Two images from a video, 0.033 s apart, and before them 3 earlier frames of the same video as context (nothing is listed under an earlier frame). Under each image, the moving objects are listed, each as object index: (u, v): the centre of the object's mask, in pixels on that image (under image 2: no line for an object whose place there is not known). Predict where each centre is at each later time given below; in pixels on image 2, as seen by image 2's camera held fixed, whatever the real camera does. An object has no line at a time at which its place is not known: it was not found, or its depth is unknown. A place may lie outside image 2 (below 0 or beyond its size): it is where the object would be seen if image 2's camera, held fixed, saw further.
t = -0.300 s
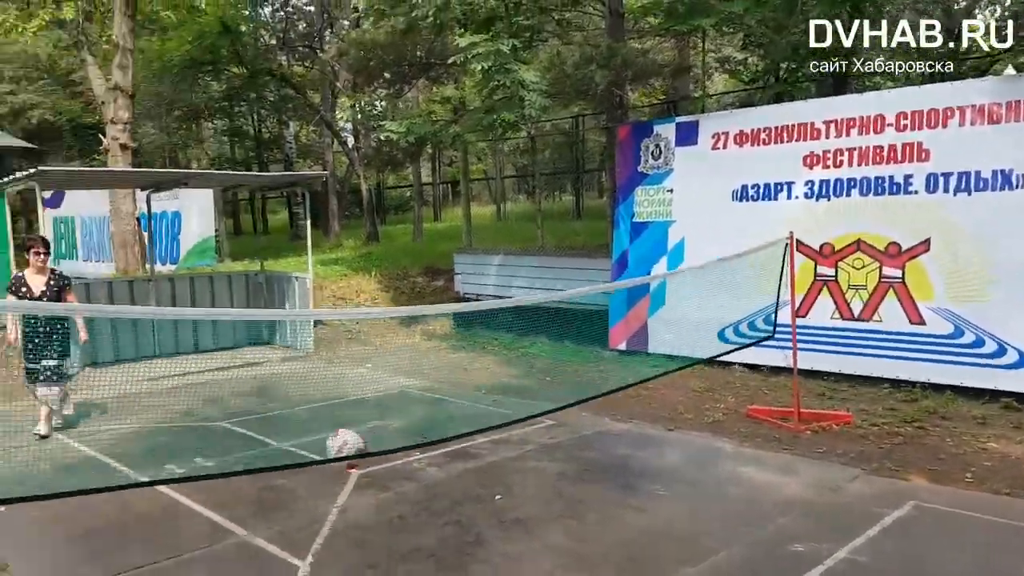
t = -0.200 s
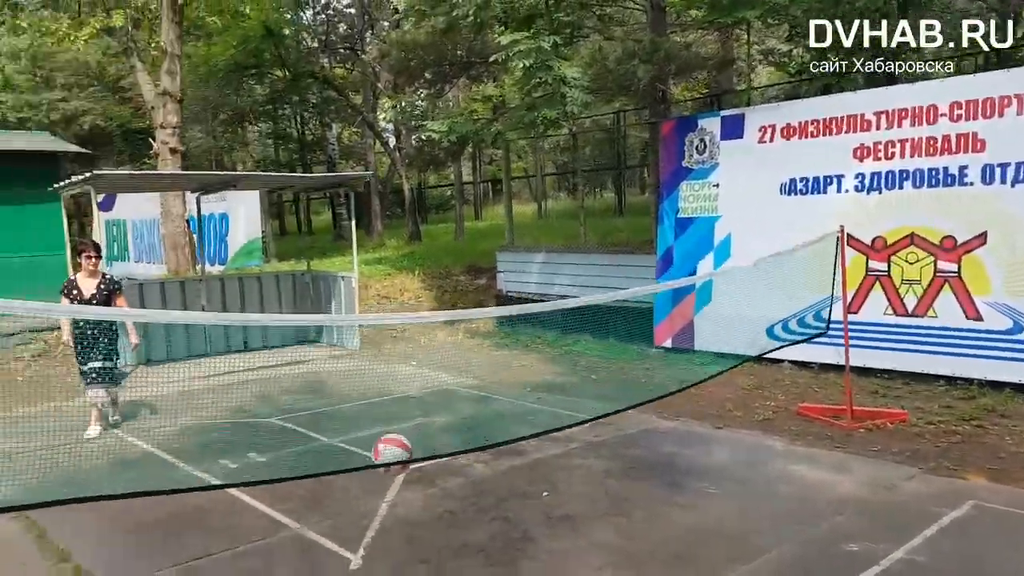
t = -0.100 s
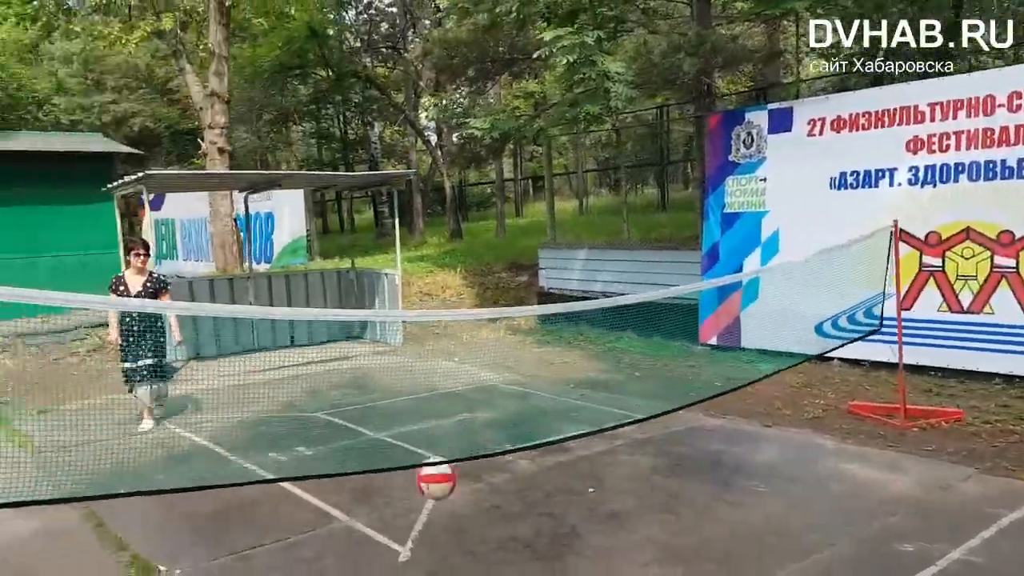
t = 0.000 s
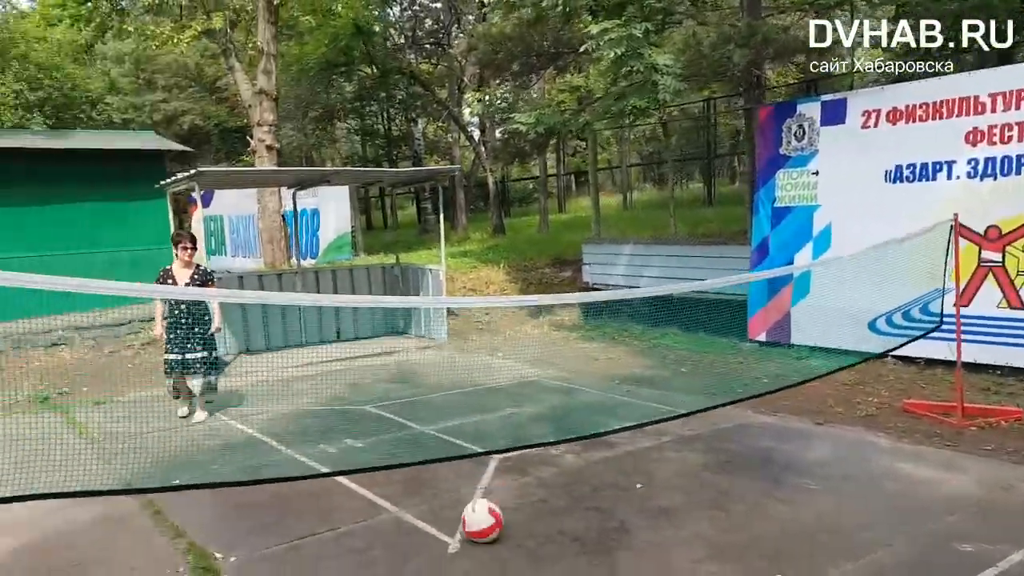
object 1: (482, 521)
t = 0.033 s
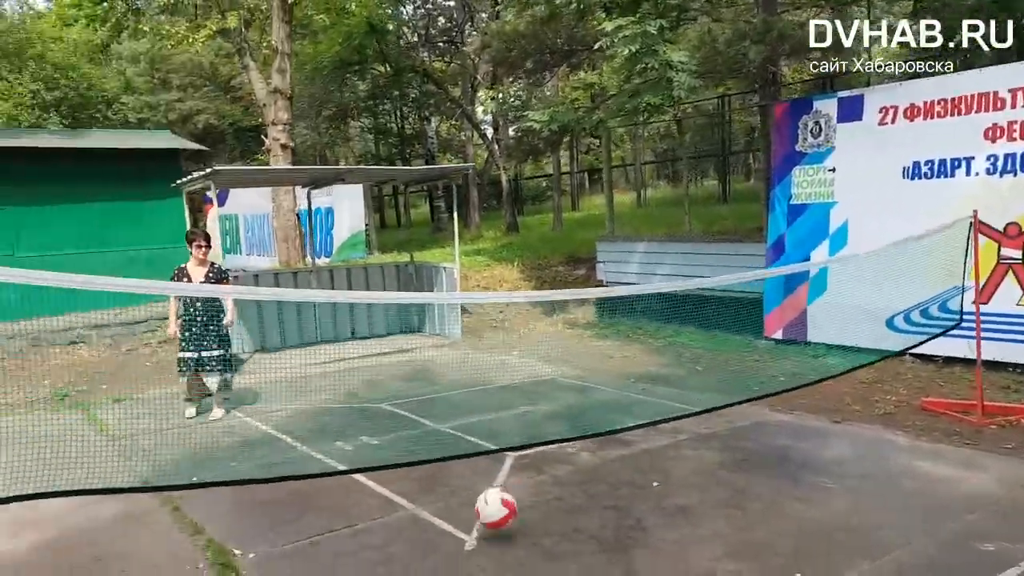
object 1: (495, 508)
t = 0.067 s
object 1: (493, 499)
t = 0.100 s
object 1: (491, 492)
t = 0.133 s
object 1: (488, 486)
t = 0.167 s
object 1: (487, 482)
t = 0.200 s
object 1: (485, 482)
